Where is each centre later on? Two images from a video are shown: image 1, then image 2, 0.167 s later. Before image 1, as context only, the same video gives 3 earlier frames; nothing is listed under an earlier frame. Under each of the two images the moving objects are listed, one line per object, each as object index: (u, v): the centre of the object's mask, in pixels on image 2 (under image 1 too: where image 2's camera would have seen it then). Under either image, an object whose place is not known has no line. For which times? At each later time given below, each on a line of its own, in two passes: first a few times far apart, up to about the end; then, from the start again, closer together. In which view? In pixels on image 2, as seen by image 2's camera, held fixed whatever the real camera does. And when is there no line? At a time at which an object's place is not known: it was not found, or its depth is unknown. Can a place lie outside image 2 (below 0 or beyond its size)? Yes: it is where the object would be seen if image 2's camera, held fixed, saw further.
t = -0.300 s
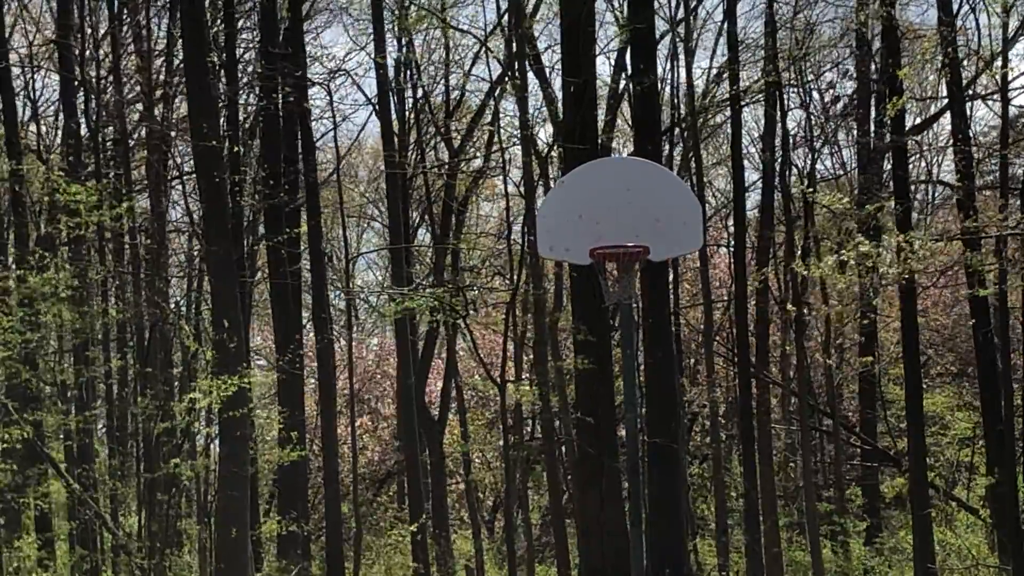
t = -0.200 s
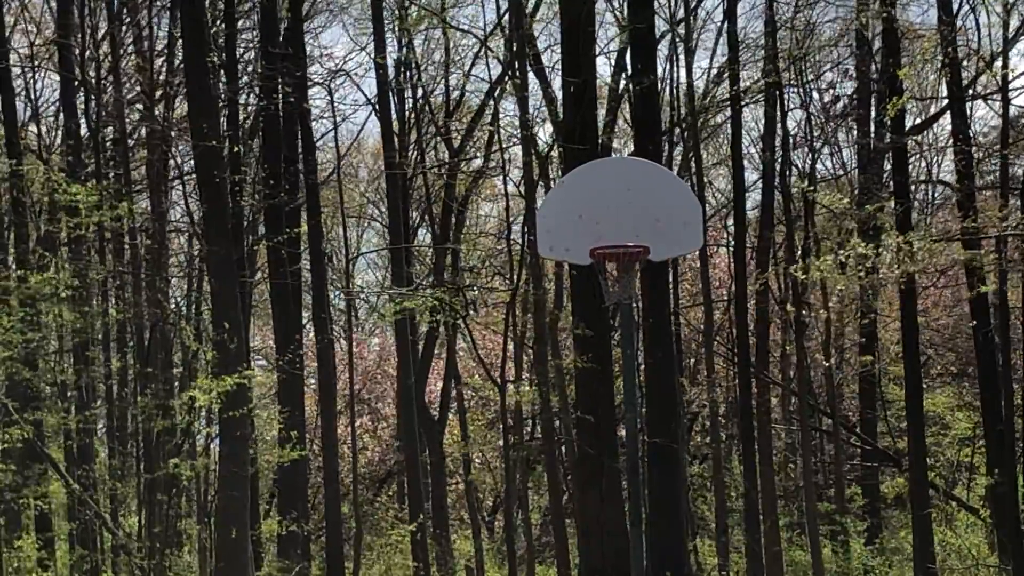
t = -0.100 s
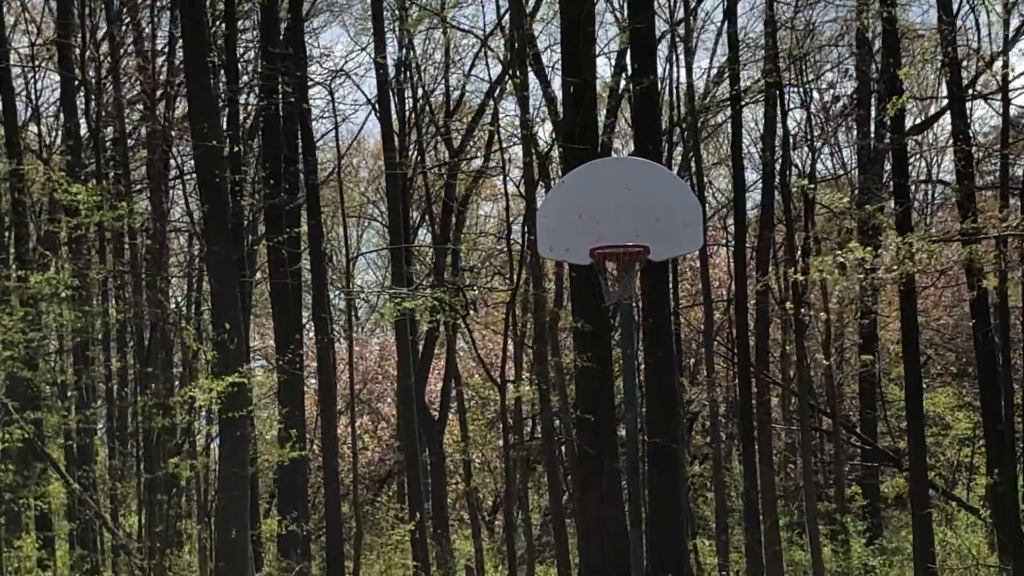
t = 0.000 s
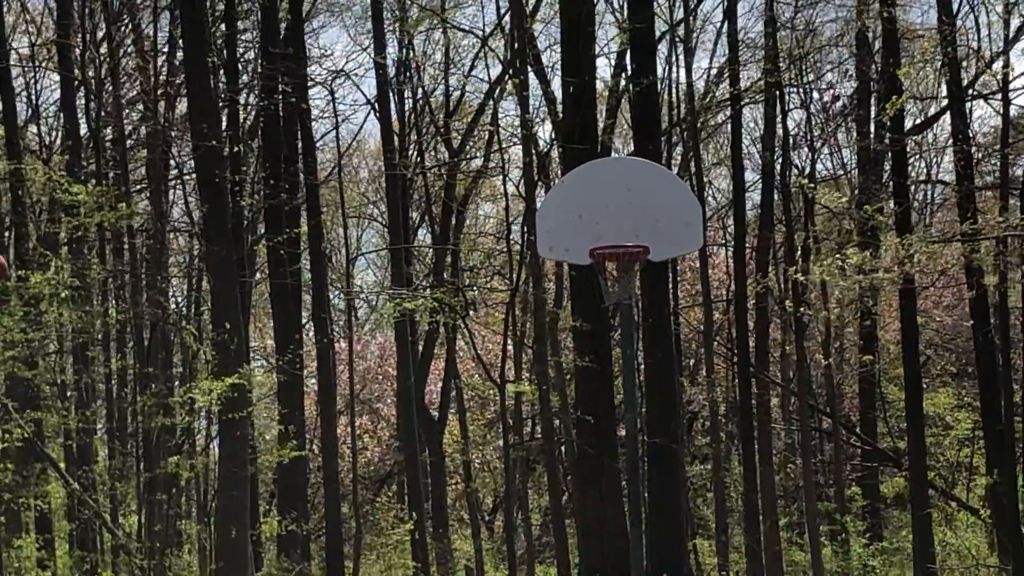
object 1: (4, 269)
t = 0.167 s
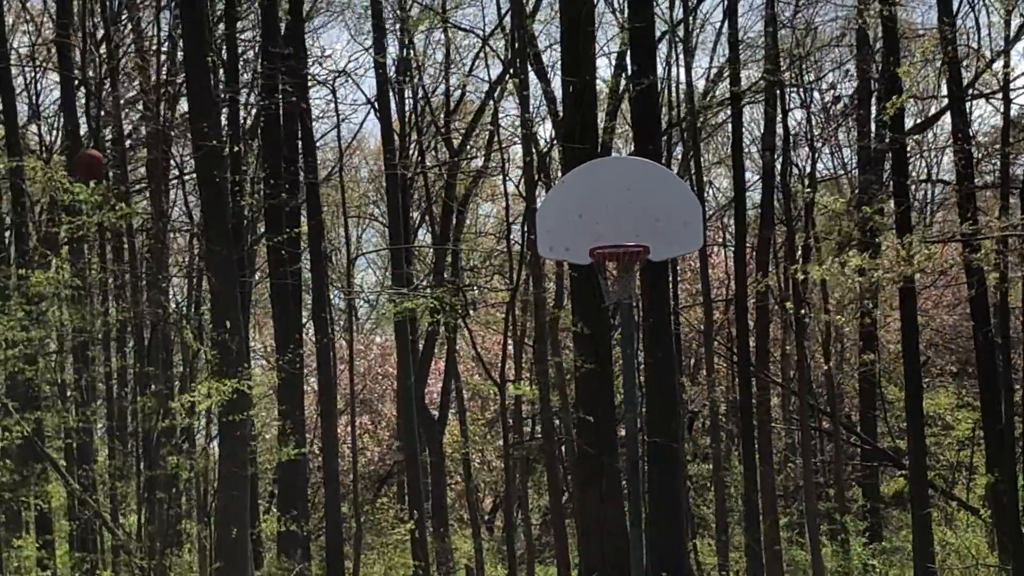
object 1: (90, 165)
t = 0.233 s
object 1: (129, 133)
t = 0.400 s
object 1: (220, 81)
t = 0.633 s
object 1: (344, 66)
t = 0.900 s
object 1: (484, 126)
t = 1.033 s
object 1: (551, 184)
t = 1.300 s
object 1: (627, 274)
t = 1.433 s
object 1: (608, 271)
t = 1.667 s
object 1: (600, 278)
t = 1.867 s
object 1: (625, 288)
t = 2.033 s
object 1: (641, 302)
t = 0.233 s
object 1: (129, 133)
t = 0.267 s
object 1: (146, 120)
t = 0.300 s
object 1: (164, 109)
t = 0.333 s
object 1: (183, 98)
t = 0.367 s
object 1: (203, 87)
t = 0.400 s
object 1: (220, 81)
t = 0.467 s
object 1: (255, 69)
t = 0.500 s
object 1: (274, 66)
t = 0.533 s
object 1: (293, 64)
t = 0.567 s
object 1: (306, 65)
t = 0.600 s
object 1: (327, 65)
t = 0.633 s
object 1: (344, 66)
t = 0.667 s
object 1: (362, 70)
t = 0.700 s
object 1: (379, 73)
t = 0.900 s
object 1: (484, 126)
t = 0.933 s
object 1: (500, 138)
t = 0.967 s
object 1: (518, 152)
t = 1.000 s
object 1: (535, 168)
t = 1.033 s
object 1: (551, 184)
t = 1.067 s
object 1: (568, 202)
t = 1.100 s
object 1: (585, 221)
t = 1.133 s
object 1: (602, 238)
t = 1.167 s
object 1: (616, 240)
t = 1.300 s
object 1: (627, 274)
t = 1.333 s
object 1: (624, 275)
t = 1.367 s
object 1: (620, 274)
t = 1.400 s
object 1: (613, 272)
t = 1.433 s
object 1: (608, 271)
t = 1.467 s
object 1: (604, 271)
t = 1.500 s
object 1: (602, 271)
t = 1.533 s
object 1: (599, 272)
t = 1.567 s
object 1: (598, 274)
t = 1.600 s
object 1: (598, 276)
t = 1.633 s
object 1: (599, 277)
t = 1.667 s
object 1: (600, 278)
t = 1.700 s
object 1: (601, 279)
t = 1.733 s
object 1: (604, 281)
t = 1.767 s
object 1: (609, 285)
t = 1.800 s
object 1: (612, 288)
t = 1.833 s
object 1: (617, 290)
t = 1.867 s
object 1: (625, 288)
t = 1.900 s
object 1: (627, 293)
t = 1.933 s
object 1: (631, 295)
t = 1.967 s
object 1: (632, 294)
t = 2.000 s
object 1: (639, 301)
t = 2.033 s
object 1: (641, 302)
